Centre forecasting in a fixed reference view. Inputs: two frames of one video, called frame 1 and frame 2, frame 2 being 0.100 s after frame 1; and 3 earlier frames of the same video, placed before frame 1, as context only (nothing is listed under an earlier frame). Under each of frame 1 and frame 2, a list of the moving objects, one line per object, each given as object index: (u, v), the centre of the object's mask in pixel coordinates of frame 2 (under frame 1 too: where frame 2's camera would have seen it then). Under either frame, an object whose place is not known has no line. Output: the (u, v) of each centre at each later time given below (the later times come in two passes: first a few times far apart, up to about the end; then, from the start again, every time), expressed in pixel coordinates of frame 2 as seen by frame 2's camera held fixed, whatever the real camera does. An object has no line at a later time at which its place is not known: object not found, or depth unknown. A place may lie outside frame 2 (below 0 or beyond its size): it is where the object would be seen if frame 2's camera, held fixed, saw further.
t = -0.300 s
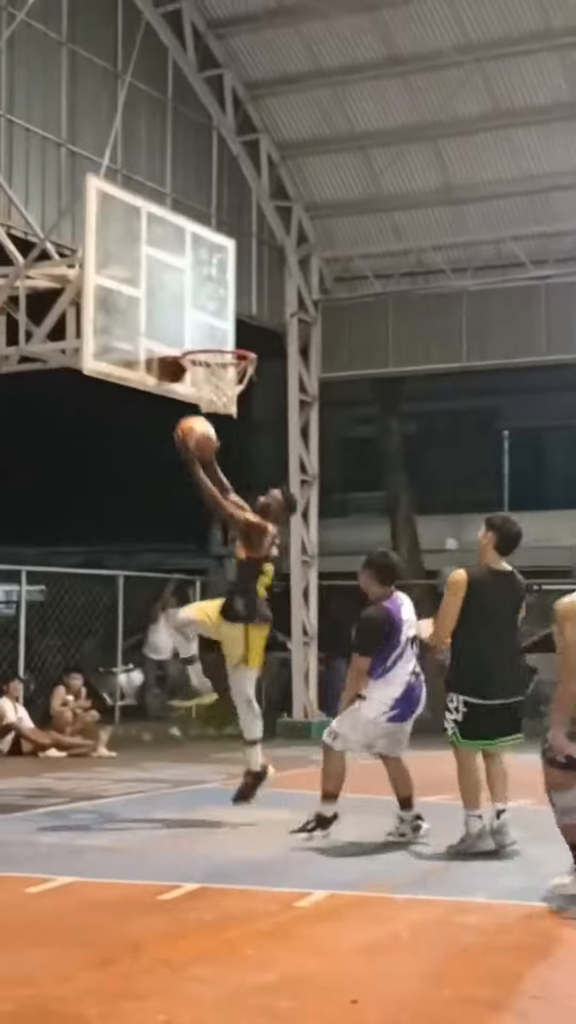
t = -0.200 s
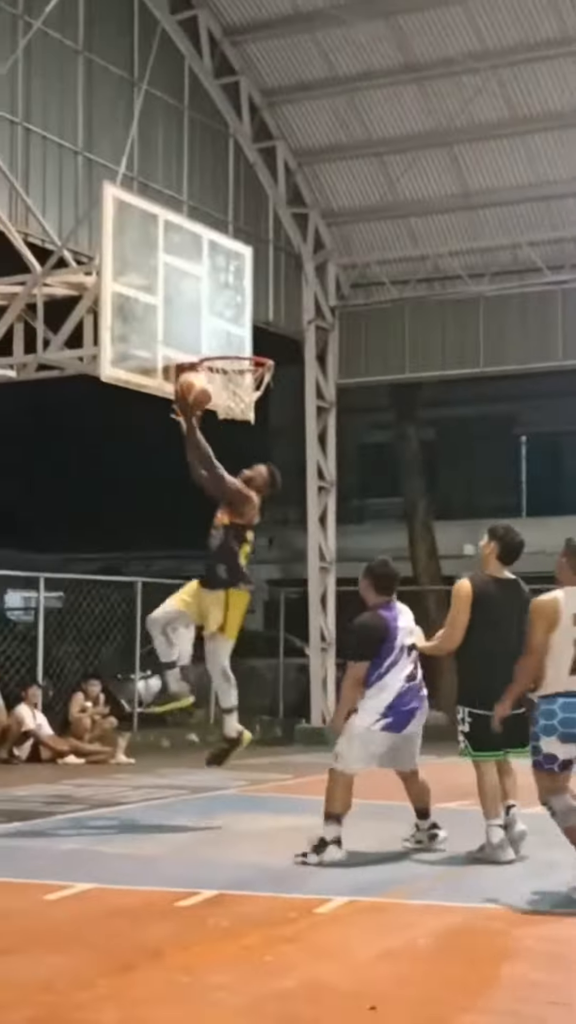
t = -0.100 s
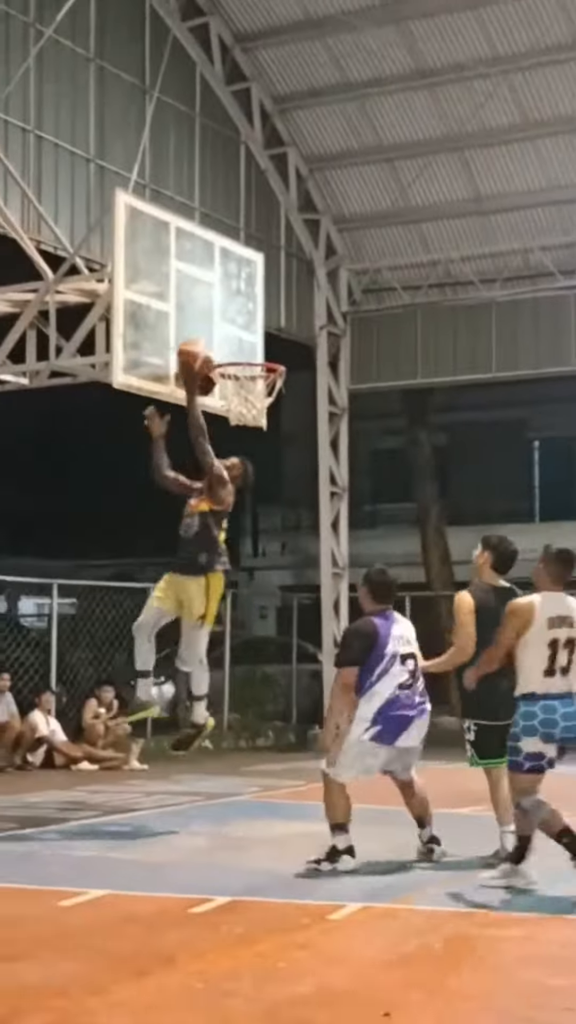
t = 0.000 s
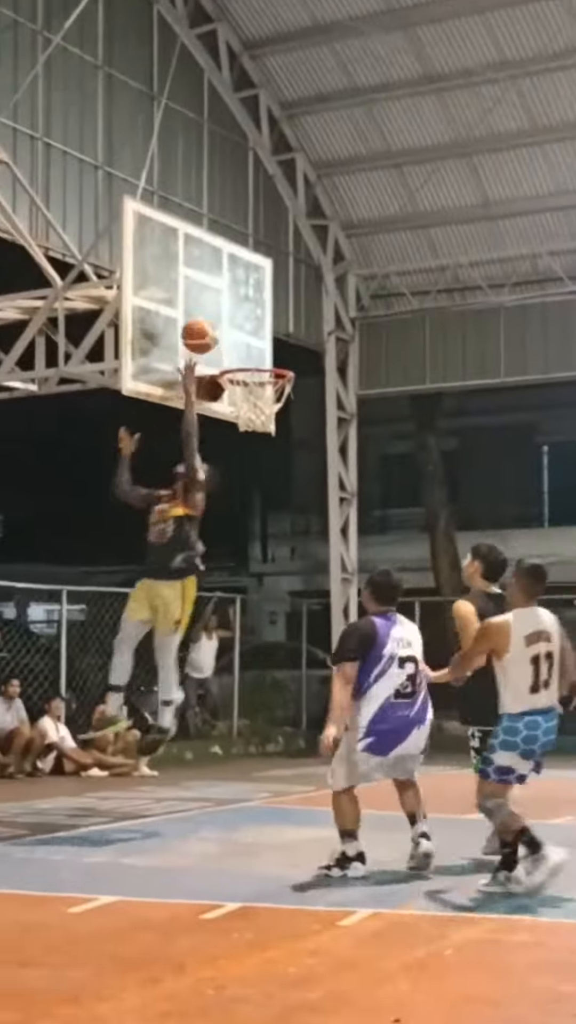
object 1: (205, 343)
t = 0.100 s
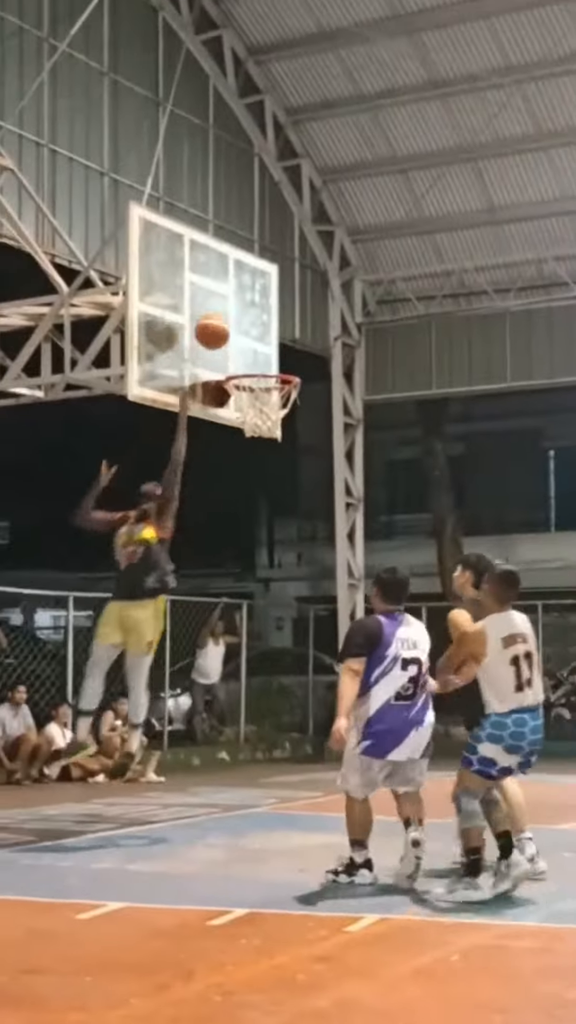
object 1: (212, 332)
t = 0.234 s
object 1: (240, 344)
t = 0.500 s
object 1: (284, 407)
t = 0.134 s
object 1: (219, 332)
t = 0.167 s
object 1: (226, 335)
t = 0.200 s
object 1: (233, 338)
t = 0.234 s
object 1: (240, 344)
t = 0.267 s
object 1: (247, 351)
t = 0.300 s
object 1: (253, 359)
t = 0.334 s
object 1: (262, 364)
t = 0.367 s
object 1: (272, 370)
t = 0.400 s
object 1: (279, 395)
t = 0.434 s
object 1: (284, 407)
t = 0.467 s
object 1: (284, 408)
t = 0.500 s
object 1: (284, 407)
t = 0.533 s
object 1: (288, 418)
